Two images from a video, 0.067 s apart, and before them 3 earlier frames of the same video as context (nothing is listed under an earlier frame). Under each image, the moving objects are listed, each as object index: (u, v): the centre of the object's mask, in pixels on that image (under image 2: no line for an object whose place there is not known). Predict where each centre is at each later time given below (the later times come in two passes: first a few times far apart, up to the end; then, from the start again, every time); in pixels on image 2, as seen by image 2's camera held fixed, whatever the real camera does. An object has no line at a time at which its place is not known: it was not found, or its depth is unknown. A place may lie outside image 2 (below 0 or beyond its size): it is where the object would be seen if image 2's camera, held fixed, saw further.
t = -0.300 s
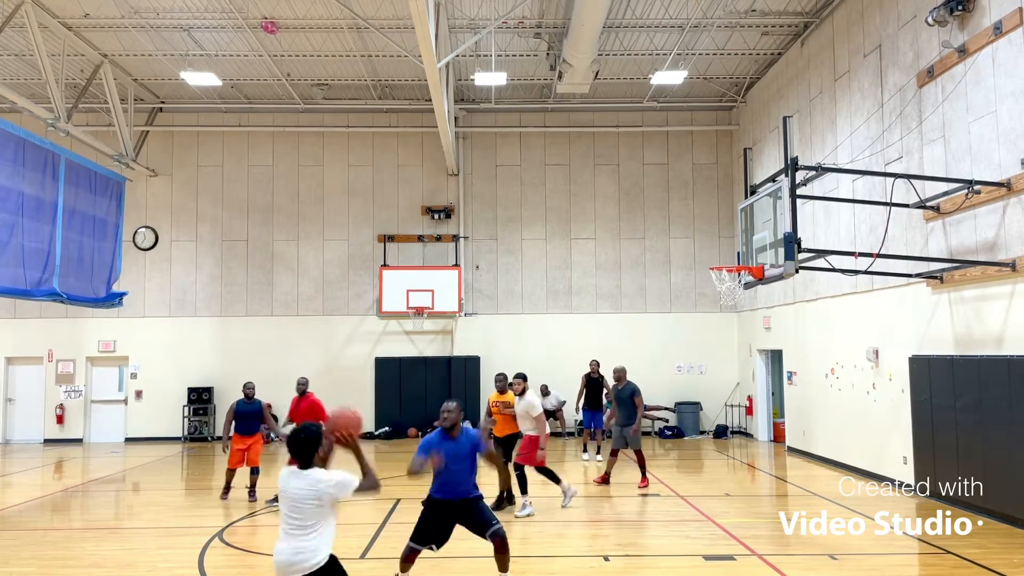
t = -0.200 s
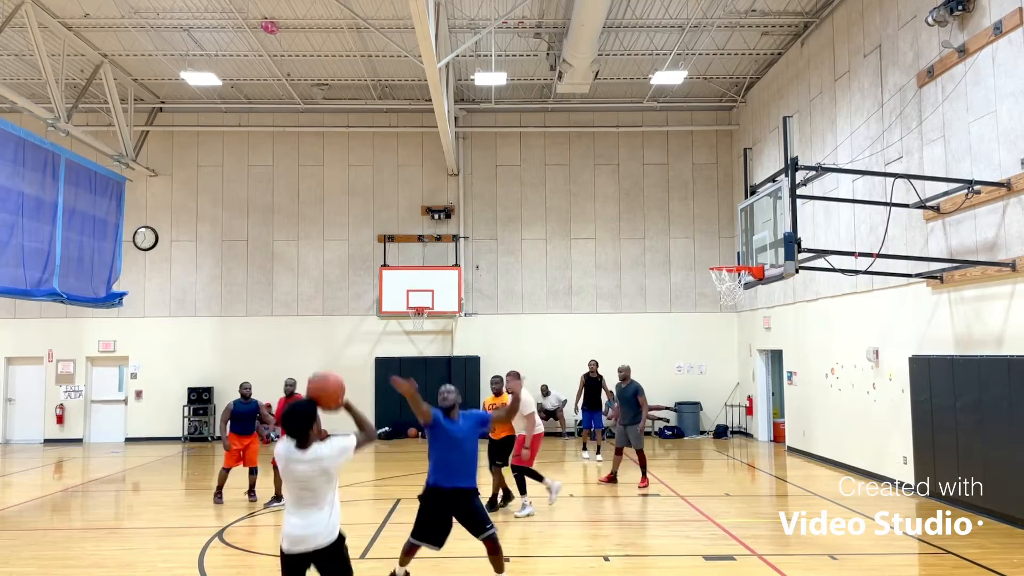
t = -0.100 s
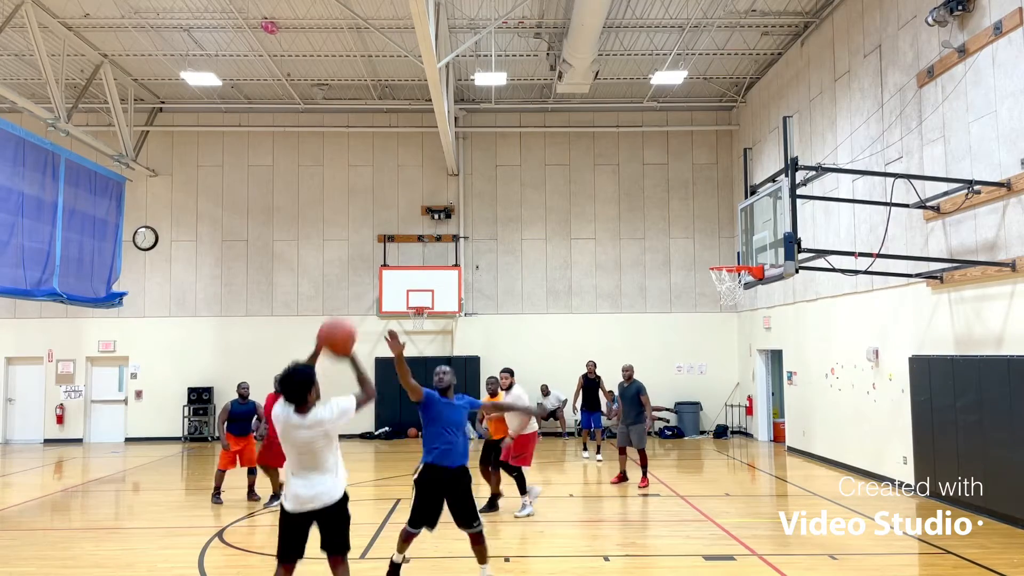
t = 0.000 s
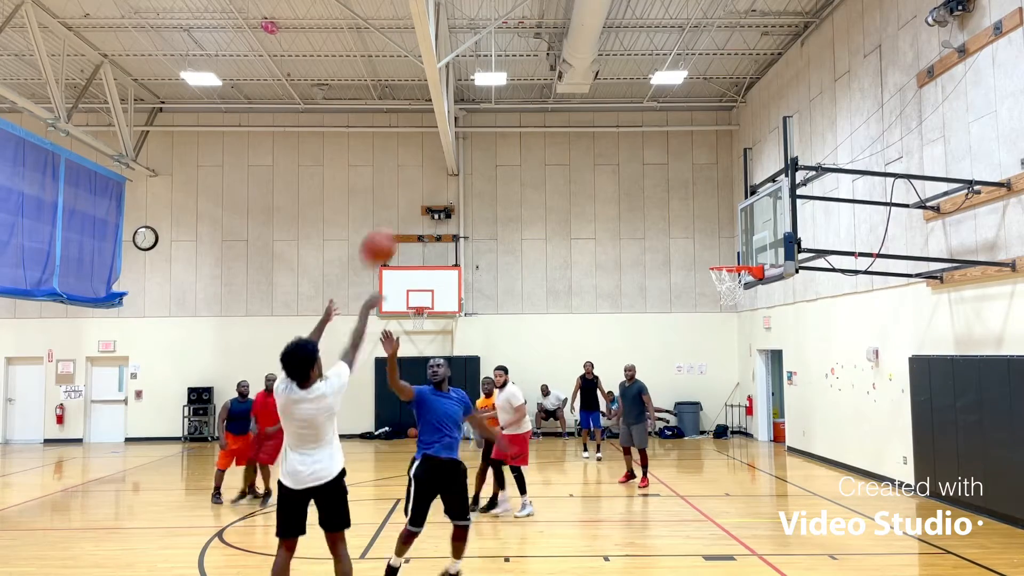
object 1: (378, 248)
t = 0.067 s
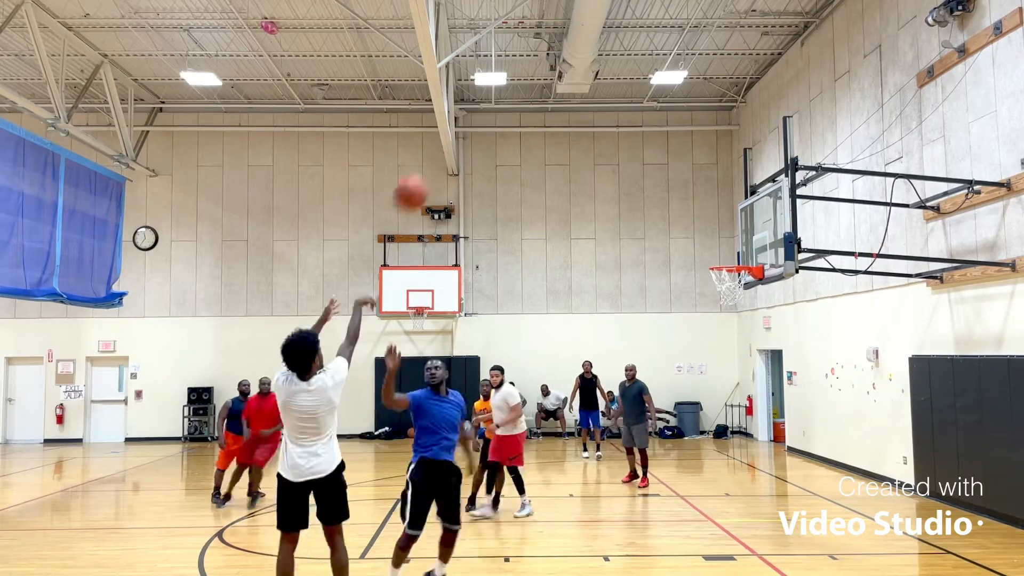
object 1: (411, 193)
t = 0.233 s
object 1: (479, 105)
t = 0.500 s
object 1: (563, 51)
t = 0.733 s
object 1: (622, 68)
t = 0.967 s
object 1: (669, 128)
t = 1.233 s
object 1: (716, 236)
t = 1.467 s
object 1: (744, 283)
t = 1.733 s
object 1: (725, 335)
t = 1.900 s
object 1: (714, 395)
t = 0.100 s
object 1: (427, 170)
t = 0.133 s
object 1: (440, 152)
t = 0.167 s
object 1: (453, 133)
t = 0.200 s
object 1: (467, 117)
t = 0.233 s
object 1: (479, 105)
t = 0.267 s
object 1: (491, 94)
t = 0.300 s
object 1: (503, 81)
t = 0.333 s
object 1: (514, 72)
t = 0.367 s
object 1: (524, 65)
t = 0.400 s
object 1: (534, 60)
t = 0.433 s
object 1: (544, 56)
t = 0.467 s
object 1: (554, 53)
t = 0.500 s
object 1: (563, 51)
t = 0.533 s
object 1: (572, 51)
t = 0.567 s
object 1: (581, 52)
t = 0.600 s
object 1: (590, 54)
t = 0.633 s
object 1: (598, 55)
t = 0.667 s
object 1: (606, 59)
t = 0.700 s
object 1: (614, 63)
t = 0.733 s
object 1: (622, 68)
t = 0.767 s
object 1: (629, 75)
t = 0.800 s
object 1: (636, 82)
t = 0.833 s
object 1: (642, 90)
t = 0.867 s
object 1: (650, 98)
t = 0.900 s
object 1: (656, 107)
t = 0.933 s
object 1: (662, 118)
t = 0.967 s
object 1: (669, 128)
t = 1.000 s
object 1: (675, 139)
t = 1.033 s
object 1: (681, 151)
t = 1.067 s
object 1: (687, 164)
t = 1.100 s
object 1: (693, 178)
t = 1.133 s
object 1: (699, 192)
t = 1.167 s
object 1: (705, 205)
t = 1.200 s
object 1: (710, 220)
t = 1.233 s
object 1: (716, 236)
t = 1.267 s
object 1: (721, 252)
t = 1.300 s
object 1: (728, 266)
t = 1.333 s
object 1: (732, 282)
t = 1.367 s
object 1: (737, 283)
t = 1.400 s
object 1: (741, 282)
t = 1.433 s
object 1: (743, 282)
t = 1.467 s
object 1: (744, 283)
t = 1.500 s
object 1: (741, 287)
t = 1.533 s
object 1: (739, 291)
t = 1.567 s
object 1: (737, 297)
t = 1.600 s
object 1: (734, 302)
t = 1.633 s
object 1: (732, 310)
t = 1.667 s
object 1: (730, 317)
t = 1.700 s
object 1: (727, 326)
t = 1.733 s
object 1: (725, 335)
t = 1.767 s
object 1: (723, 345)
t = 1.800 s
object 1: (721, 357)
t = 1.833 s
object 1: (719, 369)
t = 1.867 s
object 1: (716, 382)
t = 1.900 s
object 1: (714, 395)
